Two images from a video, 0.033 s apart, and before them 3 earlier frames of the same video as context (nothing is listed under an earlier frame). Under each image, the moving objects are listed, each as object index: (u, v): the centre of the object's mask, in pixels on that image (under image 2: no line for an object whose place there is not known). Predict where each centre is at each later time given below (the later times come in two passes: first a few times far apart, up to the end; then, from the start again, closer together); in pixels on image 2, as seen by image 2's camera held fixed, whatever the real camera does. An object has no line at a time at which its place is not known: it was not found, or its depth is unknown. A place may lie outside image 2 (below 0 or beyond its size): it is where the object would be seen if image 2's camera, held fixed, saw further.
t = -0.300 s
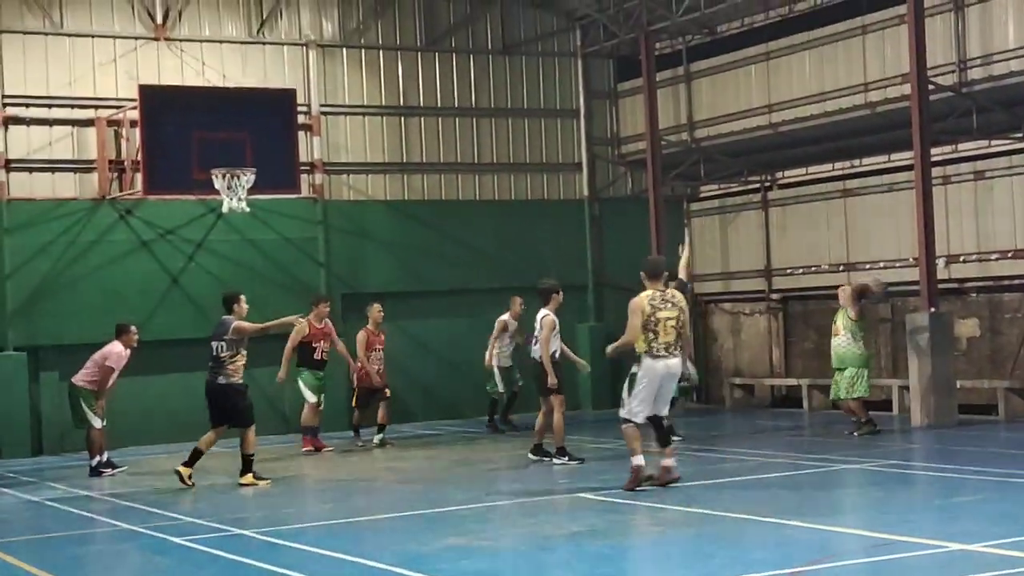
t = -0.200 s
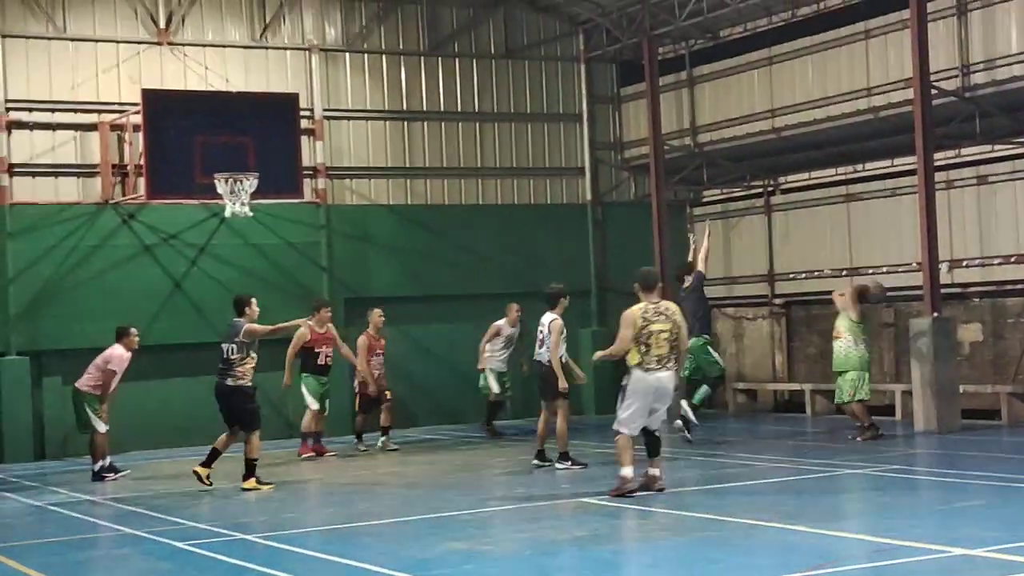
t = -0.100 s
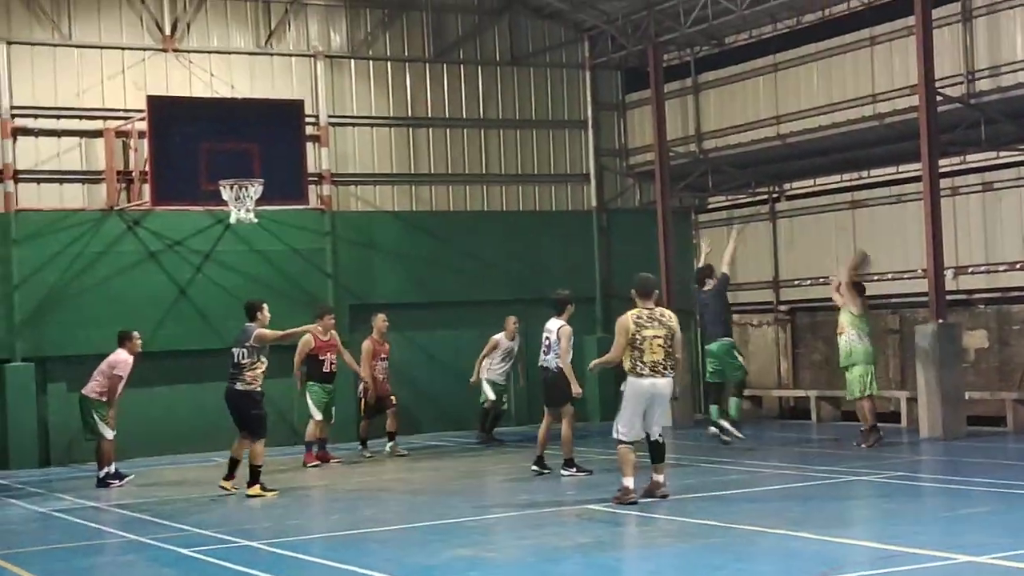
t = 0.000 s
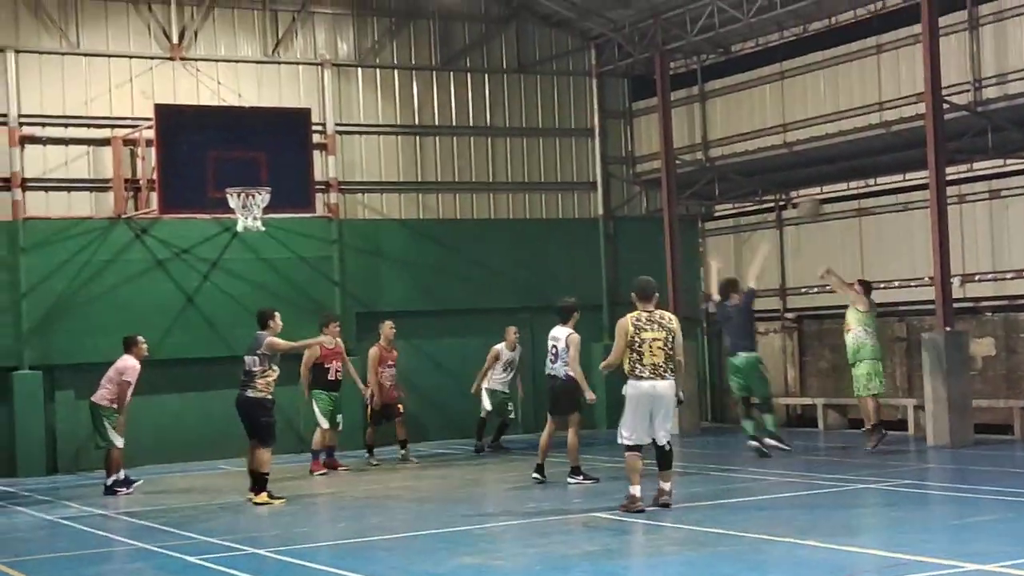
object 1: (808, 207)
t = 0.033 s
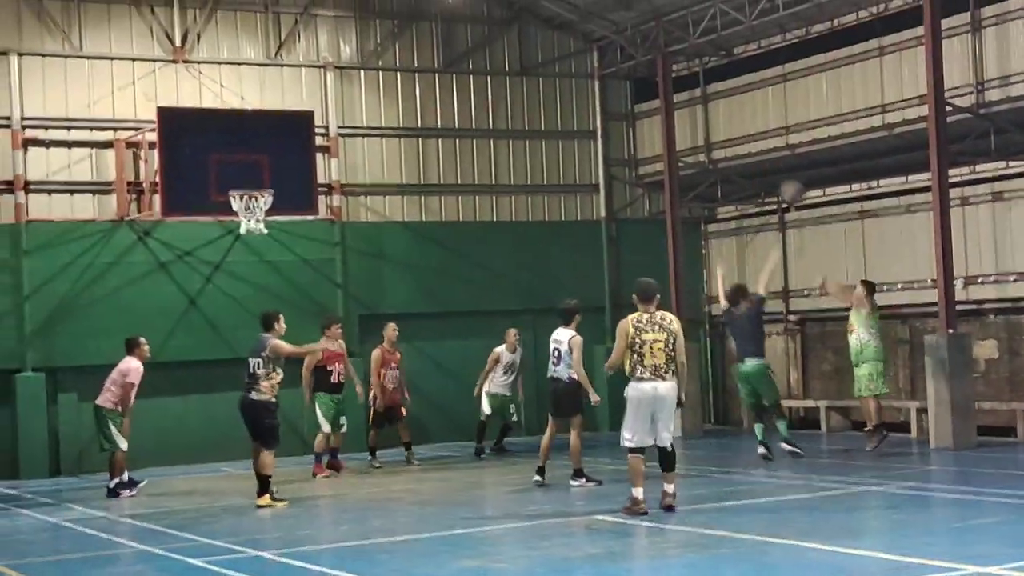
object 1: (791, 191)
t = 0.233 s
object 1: (682, 108)
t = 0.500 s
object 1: (545, 53)
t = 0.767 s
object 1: (420, 66)
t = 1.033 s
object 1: (303, 137)
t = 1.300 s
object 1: (219, 150)
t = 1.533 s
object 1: (187, 135)
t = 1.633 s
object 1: (173, 143)
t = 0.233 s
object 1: (682, 108)
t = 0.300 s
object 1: (646, 86)
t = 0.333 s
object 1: (629, 78)
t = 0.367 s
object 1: (611, 71)
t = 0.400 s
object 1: (595, 65)
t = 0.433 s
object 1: (579, 60)
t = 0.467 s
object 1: (561, 56)
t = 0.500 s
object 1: (545, 53)
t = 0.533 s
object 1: (529, 51)
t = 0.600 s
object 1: (496, 51)
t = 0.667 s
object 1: (465, 54)
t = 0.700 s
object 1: (449, 57)
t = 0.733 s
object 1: (434, 61)
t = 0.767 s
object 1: (420, 66)
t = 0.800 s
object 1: (405, 72)
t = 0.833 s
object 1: (391, 79)
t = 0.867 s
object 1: (378, 88)
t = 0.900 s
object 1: (363, 96)
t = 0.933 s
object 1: (348, 107)
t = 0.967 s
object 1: (334, 116)
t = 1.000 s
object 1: (316, 126)
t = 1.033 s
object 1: (303, 137)
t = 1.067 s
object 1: (289, 150)
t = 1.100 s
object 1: (275, 163)
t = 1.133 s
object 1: (262, 178)
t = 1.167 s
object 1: (250, 178)
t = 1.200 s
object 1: (242, 169)
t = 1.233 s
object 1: (233, 162)
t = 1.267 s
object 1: (224, 155)
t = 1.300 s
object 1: (219, 150)
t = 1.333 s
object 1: (214, 144)
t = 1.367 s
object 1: (209, 140)
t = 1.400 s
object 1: (205, 137)
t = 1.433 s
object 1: (200, 135)
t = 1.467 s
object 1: (196, 134)
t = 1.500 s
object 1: (191, 134)
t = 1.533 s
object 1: (187, 135)
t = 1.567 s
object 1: (182, 136)
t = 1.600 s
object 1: (178, 139)
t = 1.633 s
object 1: (173, 143)
